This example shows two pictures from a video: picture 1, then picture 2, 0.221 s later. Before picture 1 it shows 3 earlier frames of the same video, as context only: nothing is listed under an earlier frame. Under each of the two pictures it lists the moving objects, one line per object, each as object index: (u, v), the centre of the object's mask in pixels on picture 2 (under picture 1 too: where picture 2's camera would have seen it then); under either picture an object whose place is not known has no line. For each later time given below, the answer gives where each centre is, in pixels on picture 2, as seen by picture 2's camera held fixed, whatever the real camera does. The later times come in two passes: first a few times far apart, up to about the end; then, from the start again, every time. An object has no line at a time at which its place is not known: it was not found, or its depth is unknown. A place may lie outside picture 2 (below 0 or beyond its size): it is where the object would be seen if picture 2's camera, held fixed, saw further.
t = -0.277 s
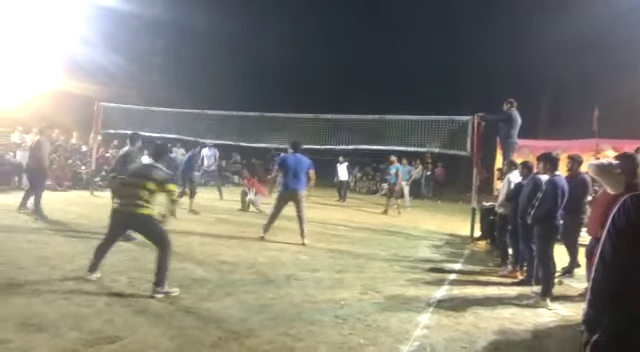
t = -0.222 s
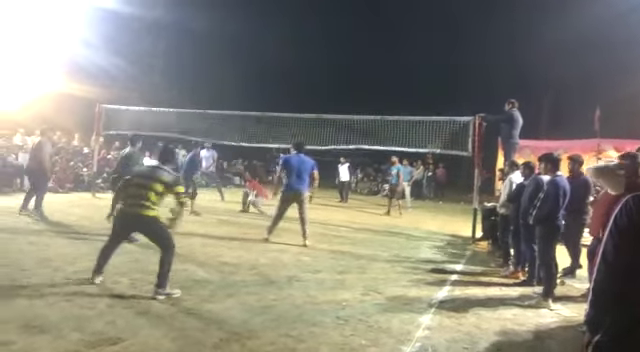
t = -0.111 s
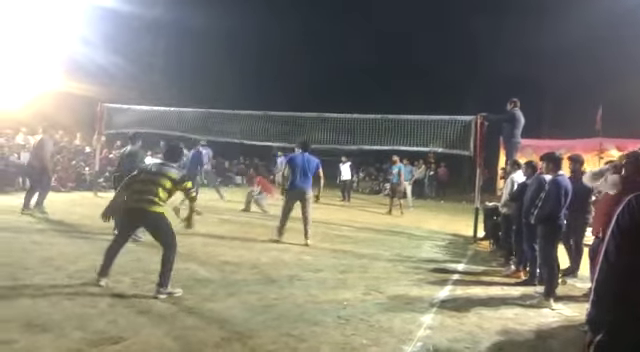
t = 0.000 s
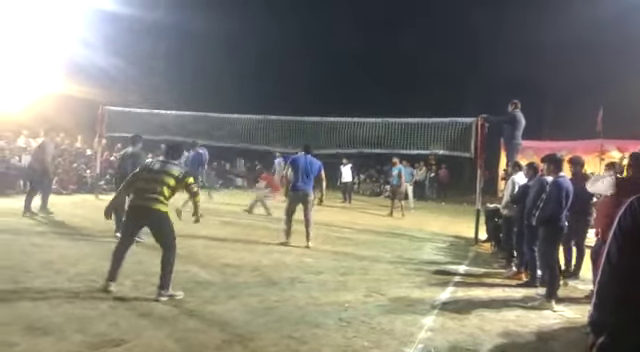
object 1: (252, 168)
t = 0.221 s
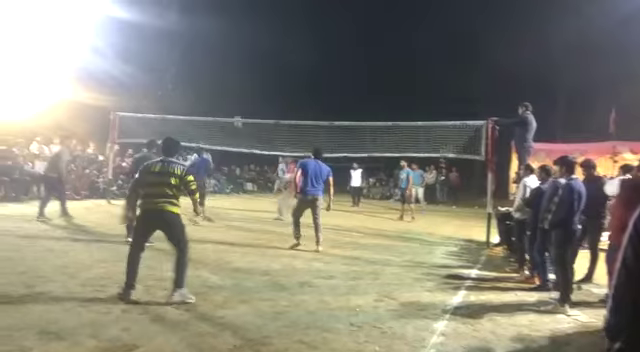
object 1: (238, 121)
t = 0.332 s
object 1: (230, 105)
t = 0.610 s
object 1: (210, 91)
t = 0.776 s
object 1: (200, 98)
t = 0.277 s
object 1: (233, 113)
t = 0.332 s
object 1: (230, 105)
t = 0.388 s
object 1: (225, 99)
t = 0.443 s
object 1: (222, 95)
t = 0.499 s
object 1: (218, 92)
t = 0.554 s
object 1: (214, 91)
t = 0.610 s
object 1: (210, 91)
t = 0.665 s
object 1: (207, 92)
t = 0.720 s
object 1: (204, 94)
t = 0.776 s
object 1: (200, 98)
